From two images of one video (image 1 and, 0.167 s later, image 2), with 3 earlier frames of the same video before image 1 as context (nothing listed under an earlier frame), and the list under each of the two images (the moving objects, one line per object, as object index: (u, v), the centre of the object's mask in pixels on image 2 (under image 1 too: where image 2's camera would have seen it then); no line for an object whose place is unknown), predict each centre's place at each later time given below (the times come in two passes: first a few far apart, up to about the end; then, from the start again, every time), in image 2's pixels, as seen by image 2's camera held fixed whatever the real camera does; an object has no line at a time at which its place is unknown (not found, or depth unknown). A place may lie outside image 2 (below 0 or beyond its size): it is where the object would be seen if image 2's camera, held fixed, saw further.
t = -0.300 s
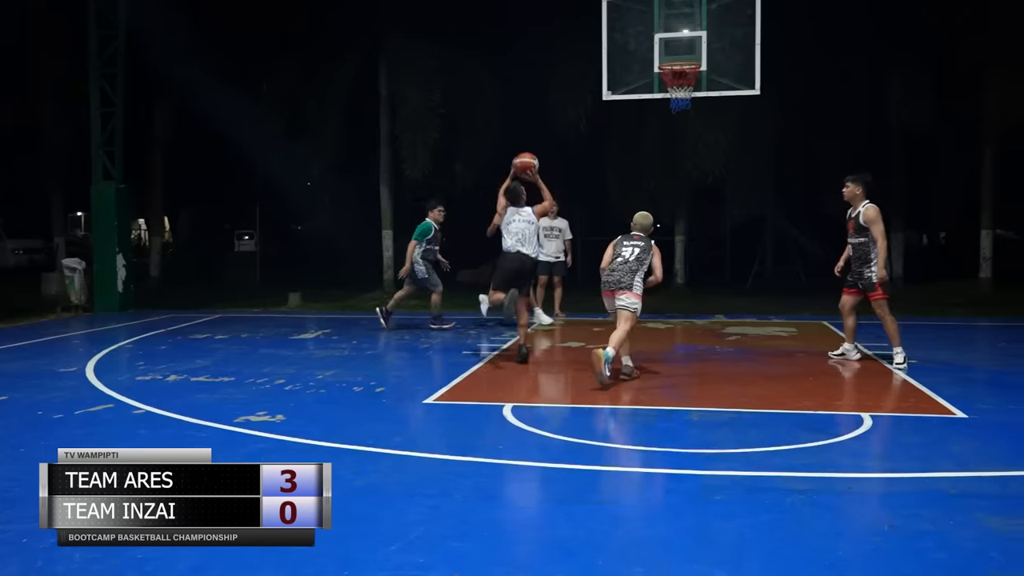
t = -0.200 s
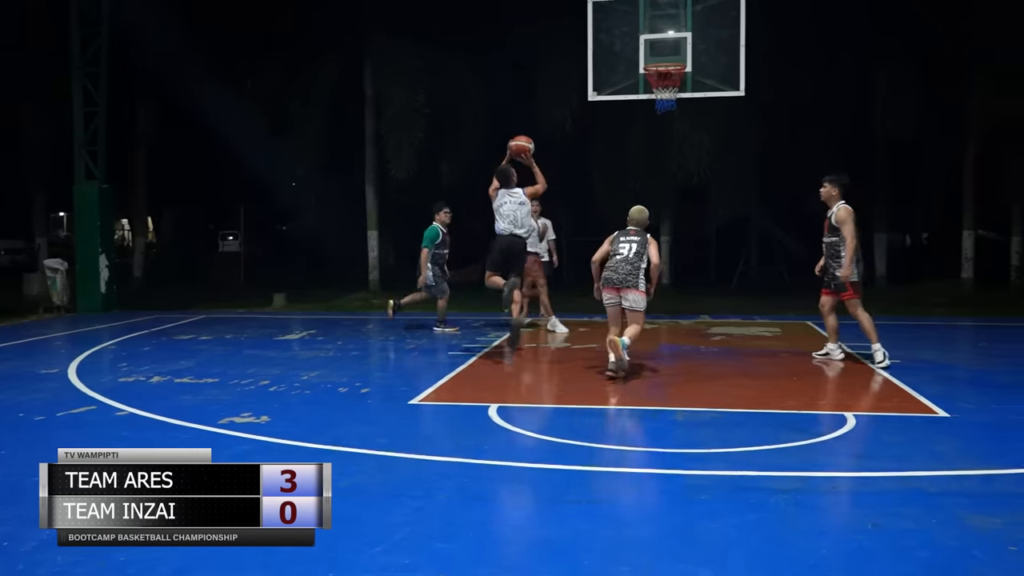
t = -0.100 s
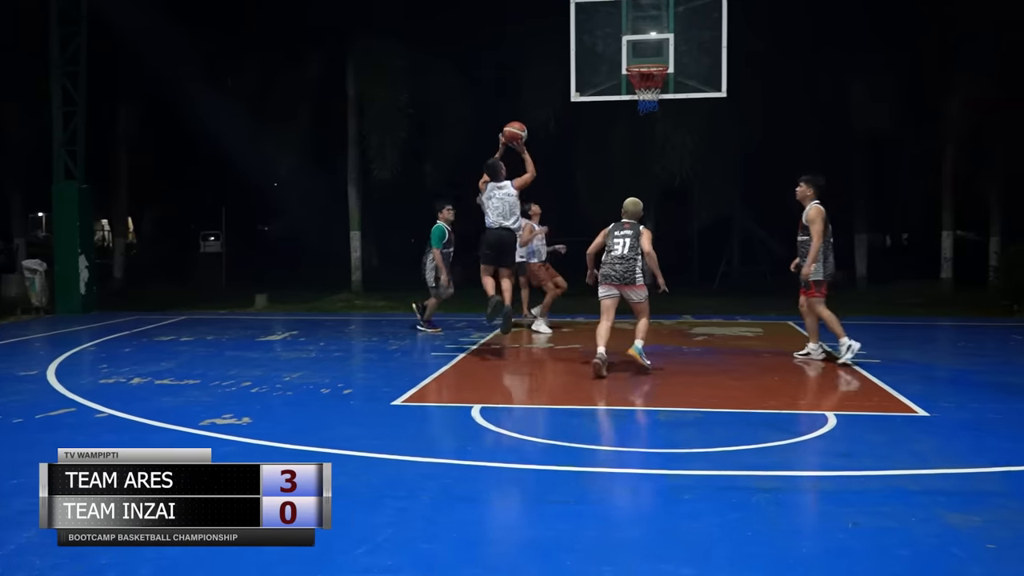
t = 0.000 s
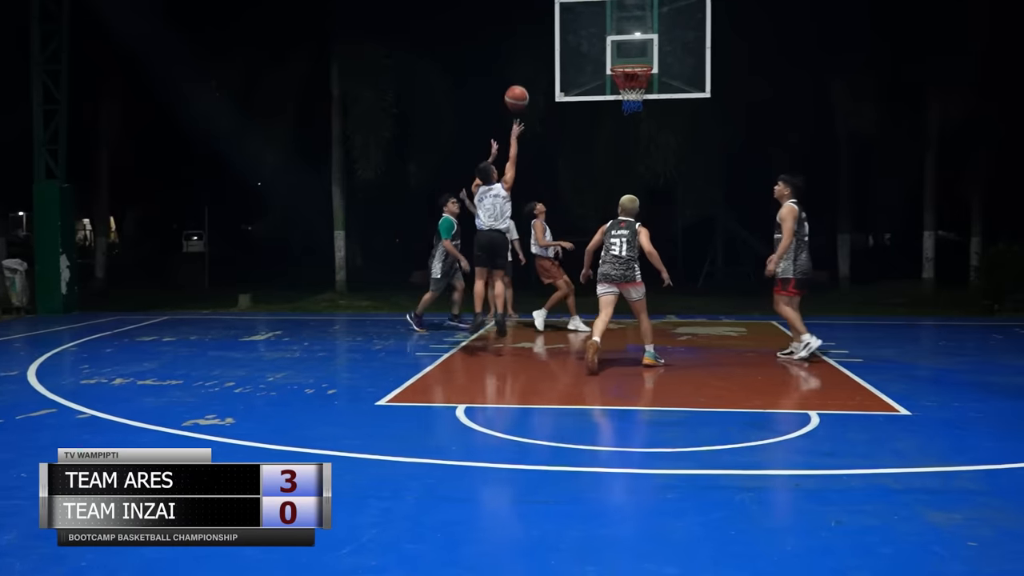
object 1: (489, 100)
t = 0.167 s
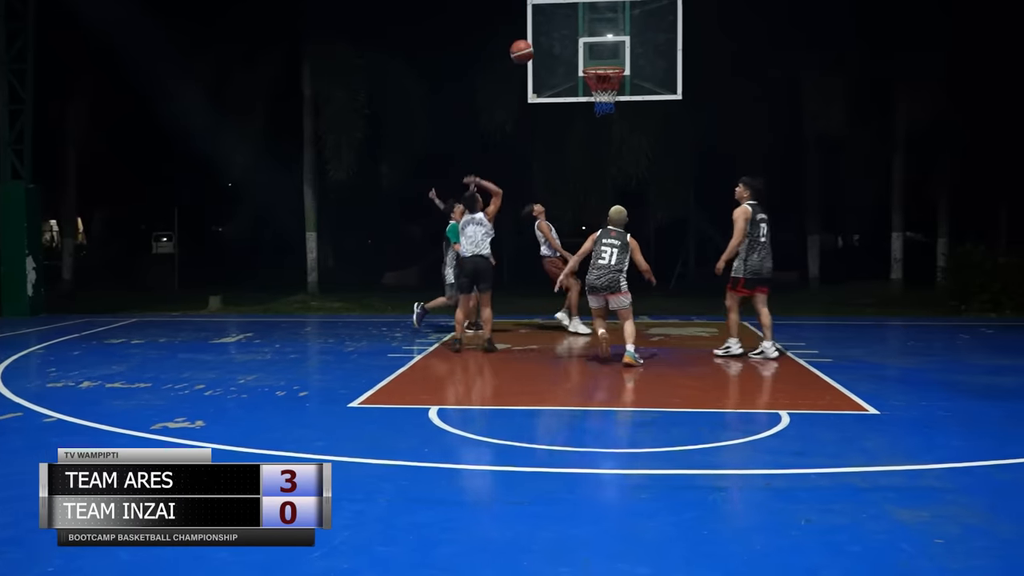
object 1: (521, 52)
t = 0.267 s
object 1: (539, 37)
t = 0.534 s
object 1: (583, 44)
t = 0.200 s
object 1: (527, 46)
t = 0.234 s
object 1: (534, 41)
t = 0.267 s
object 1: (539, 37)
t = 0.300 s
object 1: (545, 34)
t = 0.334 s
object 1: (551, 32)
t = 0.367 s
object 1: (556, 32)
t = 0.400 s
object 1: (562, 32)
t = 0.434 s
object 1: (567, 33)
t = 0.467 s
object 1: (573, 36)
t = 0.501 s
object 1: (578, 40)
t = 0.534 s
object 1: (583, 44)
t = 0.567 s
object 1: (588, 49)
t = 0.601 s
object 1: (593, 55)
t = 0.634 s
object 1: (596, 57)
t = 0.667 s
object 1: (598, 58)
